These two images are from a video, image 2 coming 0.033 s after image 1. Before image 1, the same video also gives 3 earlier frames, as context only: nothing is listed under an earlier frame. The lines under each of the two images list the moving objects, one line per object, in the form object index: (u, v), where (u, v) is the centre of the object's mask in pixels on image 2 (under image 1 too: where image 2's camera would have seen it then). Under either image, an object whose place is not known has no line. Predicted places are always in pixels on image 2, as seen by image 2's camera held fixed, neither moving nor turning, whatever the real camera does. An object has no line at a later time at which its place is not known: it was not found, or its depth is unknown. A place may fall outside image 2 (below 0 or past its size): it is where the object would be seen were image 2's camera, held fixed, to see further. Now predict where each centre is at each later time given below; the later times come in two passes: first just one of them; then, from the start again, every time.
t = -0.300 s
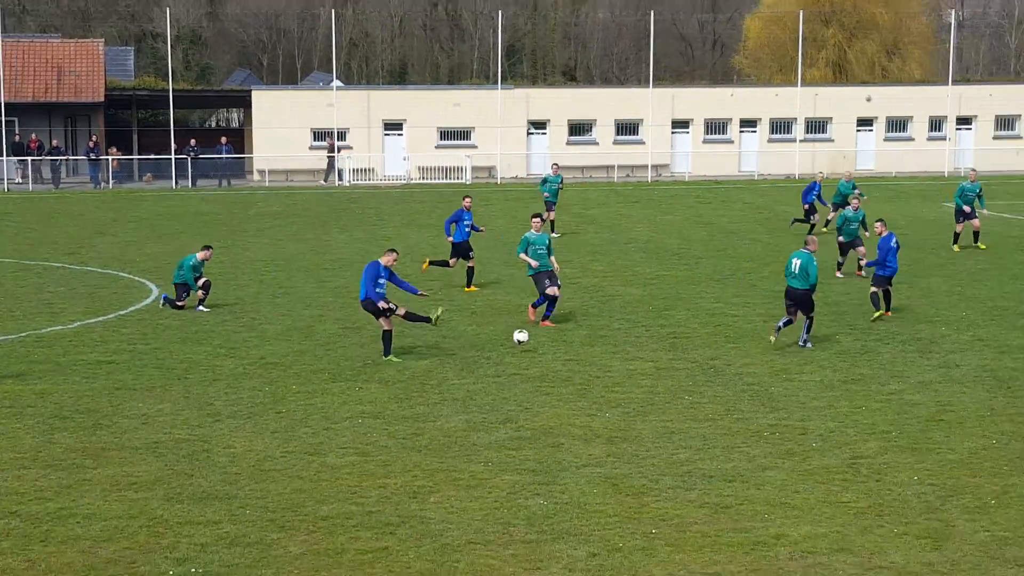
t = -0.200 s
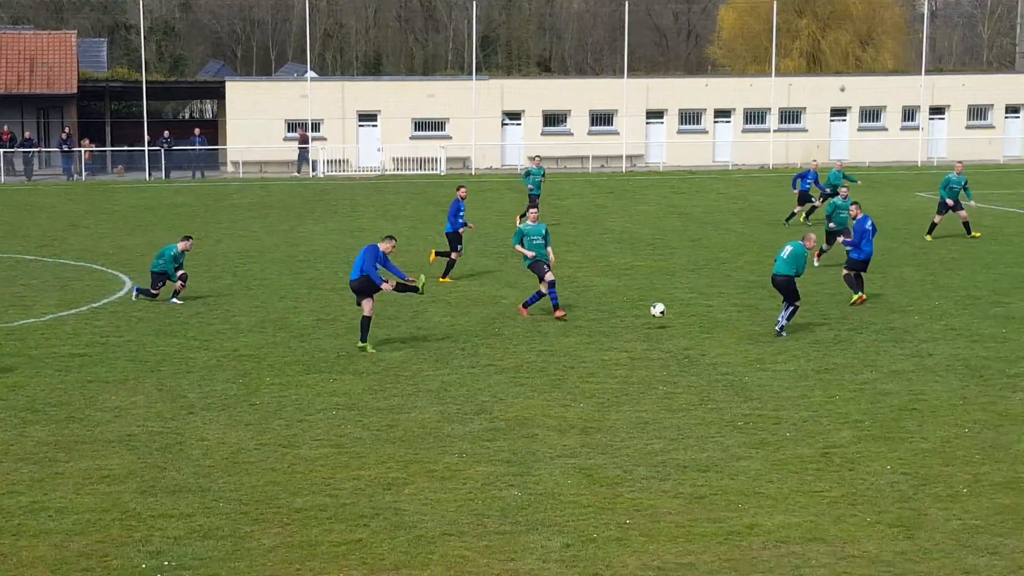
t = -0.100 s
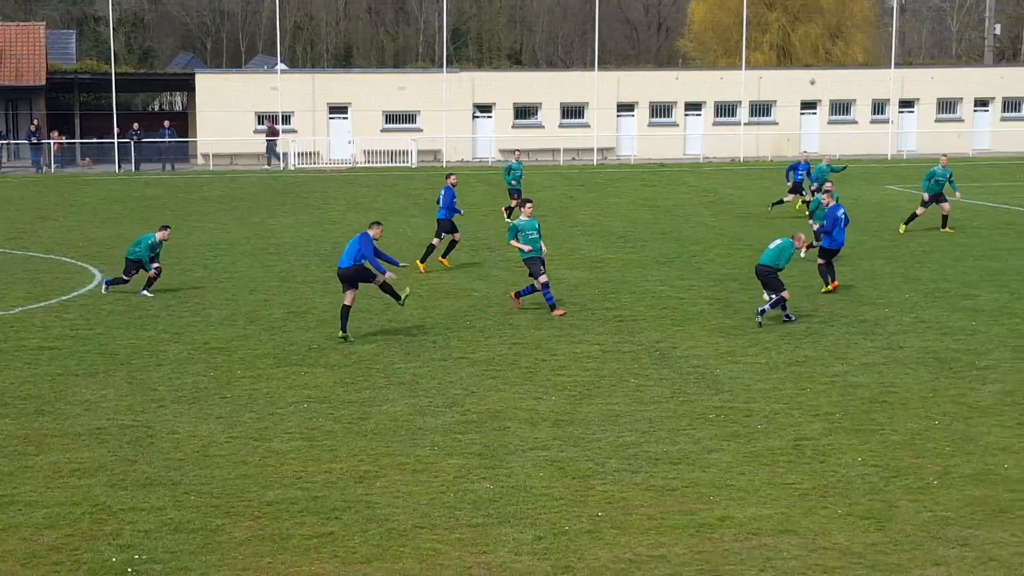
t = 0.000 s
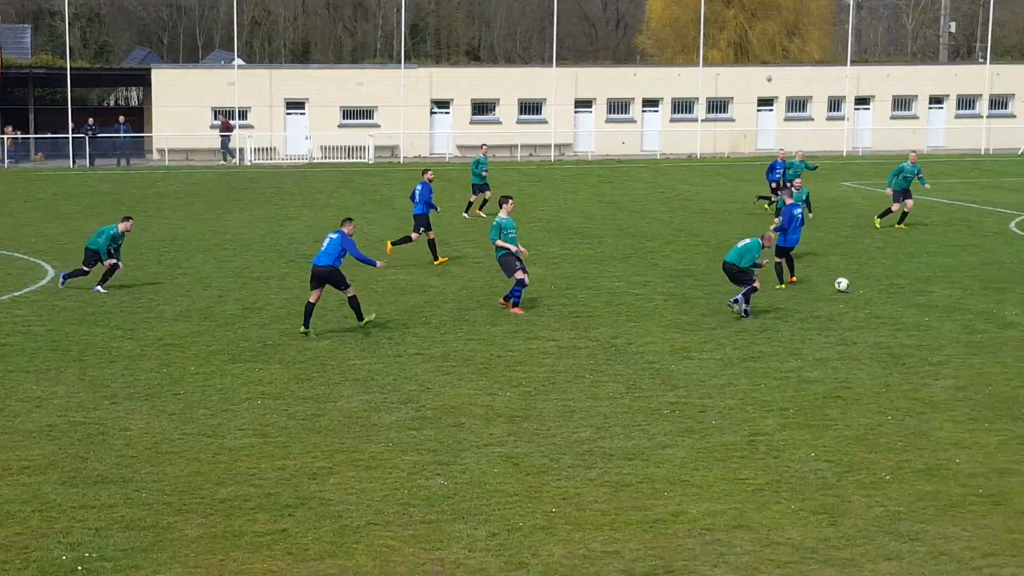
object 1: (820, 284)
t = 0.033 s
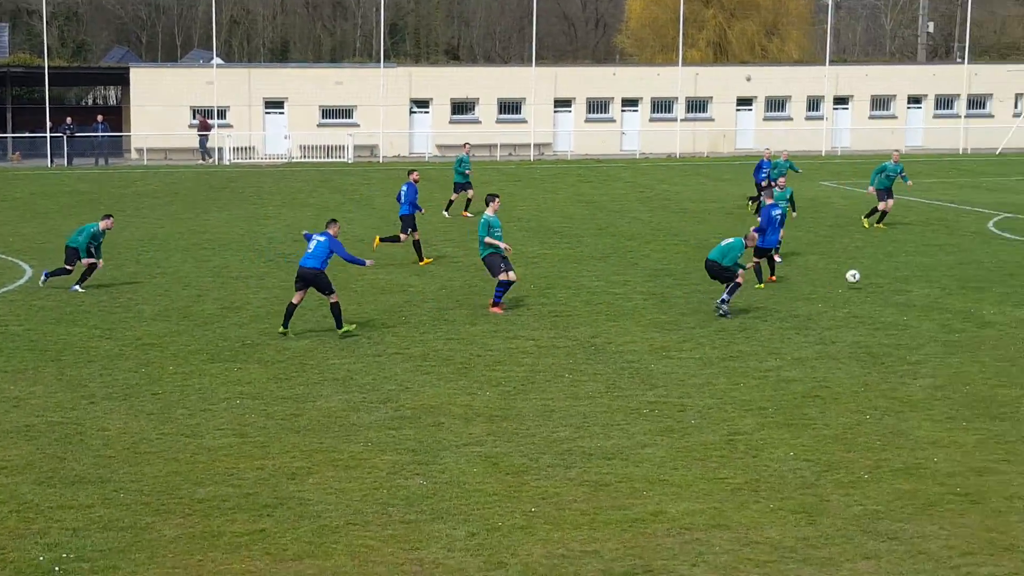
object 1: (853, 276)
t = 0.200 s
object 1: (1001, 253)
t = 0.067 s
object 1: (884, 271)
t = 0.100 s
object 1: (914, 265)
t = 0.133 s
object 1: (944, 260)
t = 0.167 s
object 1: (973, 255)
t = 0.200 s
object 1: (1001, 253)
